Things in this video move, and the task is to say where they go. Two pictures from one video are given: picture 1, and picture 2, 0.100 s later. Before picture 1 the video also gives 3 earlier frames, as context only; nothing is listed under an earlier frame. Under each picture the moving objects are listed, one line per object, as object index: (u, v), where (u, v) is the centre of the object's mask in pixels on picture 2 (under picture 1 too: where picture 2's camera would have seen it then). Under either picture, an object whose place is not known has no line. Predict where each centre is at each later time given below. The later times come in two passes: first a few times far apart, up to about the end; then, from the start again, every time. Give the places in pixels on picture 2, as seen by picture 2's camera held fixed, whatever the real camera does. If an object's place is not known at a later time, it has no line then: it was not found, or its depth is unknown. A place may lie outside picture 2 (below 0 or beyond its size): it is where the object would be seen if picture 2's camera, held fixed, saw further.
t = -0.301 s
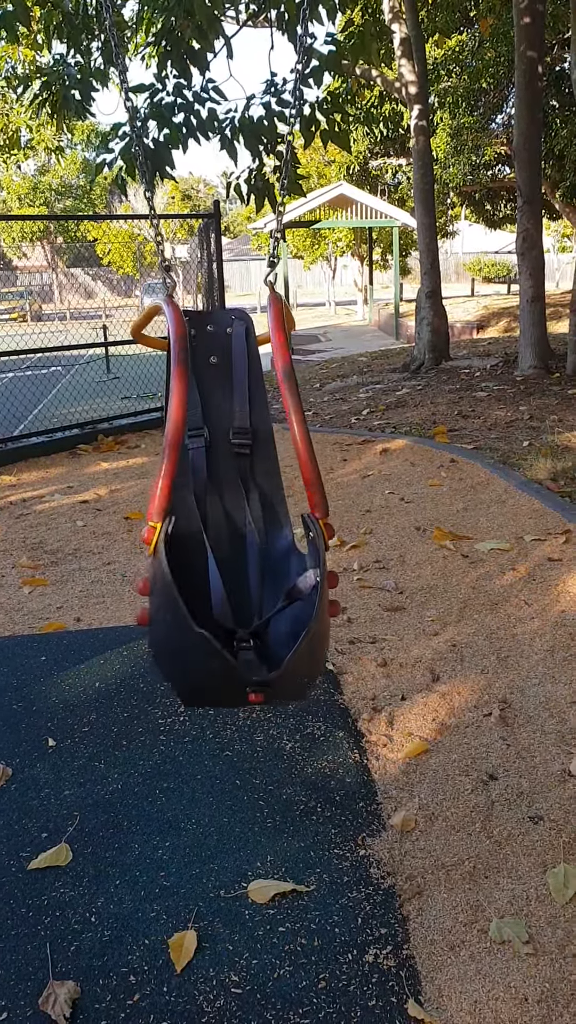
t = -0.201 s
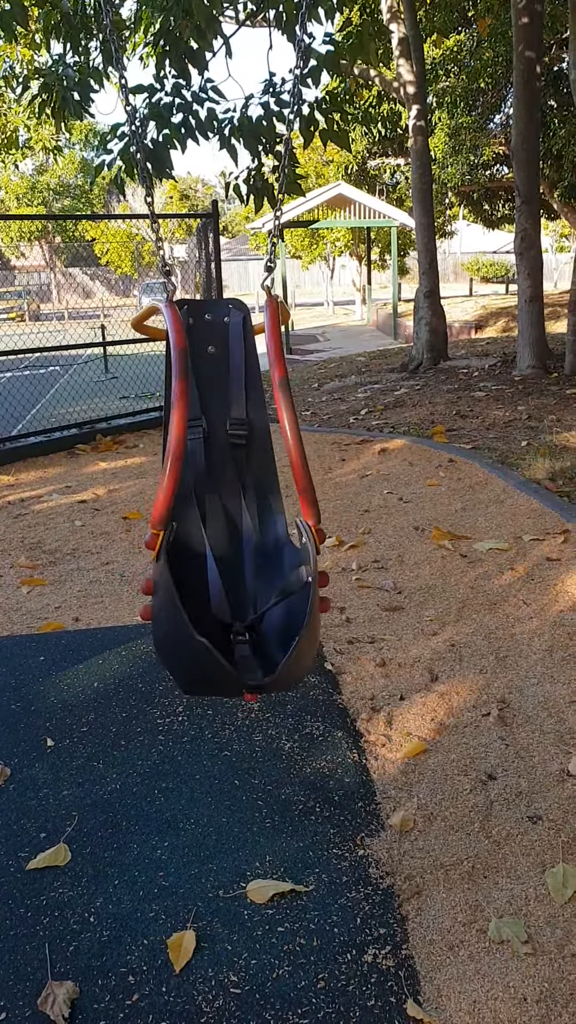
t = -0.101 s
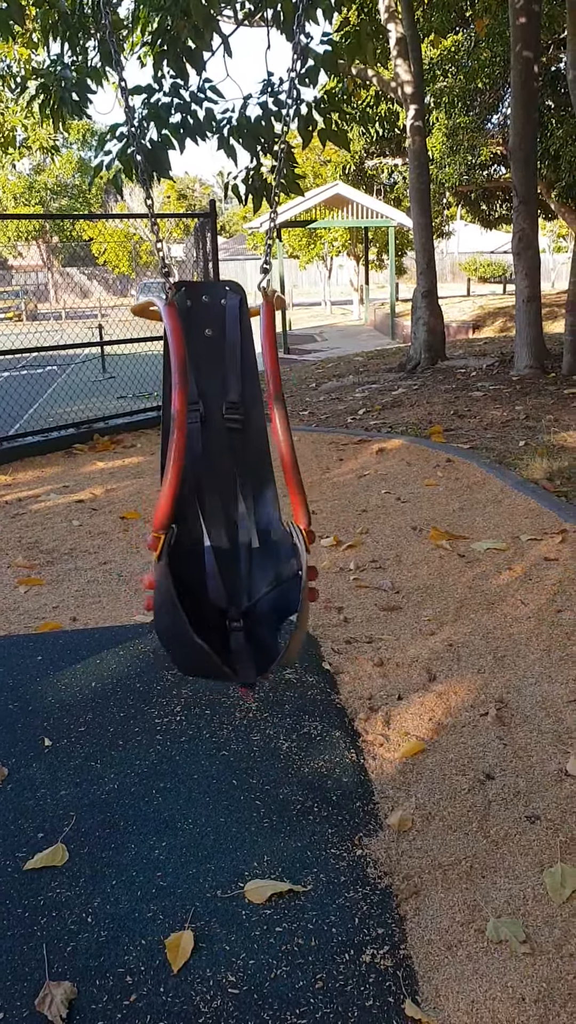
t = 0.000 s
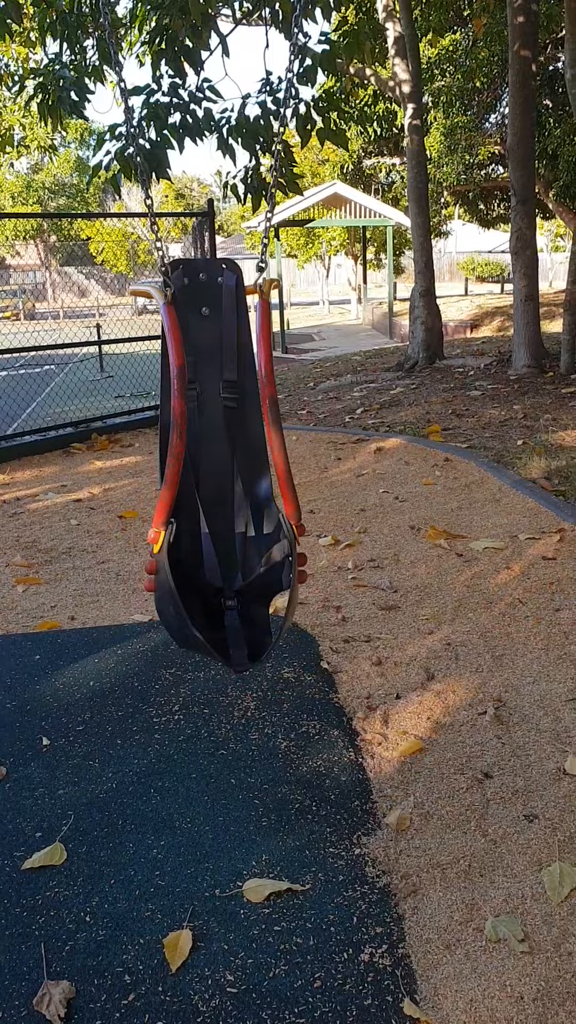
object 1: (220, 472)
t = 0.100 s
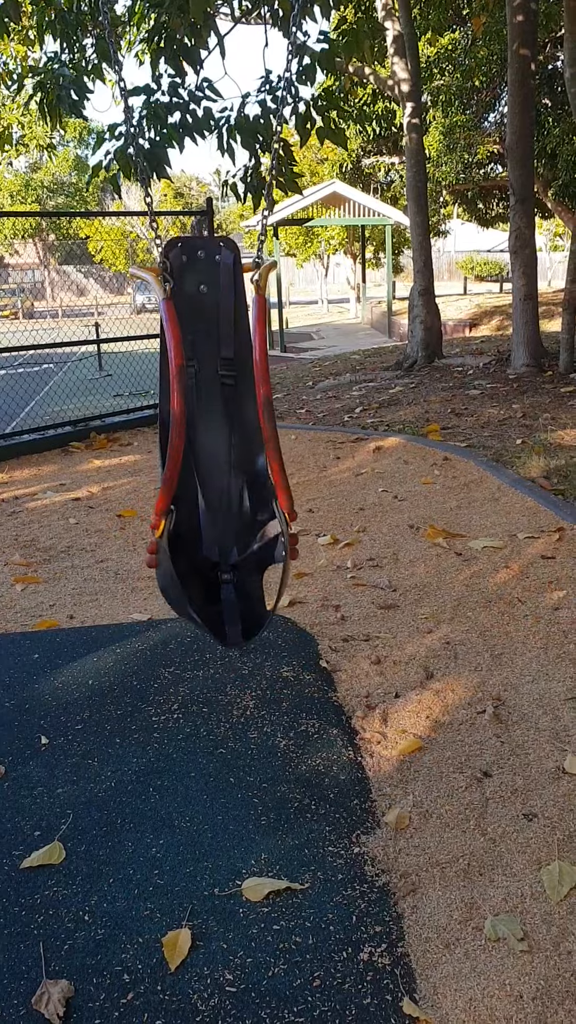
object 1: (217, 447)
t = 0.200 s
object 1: (215, 426)
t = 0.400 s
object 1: (213, 392)
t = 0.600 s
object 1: (213, 381)
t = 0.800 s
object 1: (213, 396)
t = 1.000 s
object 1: (216, 433)
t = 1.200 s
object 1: (220, 477)
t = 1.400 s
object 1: (225, 511)
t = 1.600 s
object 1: (227, 520)
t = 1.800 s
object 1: (228, 519)
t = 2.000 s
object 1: (228, 522)
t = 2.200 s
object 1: (225, 505)
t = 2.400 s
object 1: (219, 467)
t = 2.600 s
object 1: (216, 425)
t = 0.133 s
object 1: (217, 440)
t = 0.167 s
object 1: (216, 432)
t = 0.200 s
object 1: (215, 426)
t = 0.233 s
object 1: (215, 418)
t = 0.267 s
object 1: (215, 412)
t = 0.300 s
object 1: (214, 407)
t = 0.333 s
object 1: (213, 400)
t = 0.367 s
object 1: (213, 396)
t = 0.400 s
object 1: (213, 392)
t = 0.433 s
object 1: (213, 388)
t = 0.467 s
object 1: (212, 385)
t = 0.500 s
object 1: (213, 383)
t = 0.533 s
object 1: (213, 382)
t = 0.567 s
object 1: (213, 381)
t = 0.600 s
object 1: (213, 381)
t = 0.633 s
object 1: (213, 382)
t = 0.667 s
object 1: (213, 383)
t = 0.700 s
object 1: (212, 386)
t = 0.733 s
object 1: (212, 388)
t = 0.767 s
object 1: (213, 391)
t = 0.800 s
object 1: (213, 396)
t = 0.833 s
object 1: (213, 401)
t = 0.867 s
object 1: (214, 407)
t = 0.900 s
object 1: (214, 410)
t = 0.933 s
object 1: (215, 418)
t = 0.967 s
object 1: (216, 426)
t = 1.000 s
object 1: (216, 433)
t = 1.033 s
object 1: (217, 441)
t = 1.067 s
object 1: (217, 448)
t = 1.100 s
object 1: (218, 453)
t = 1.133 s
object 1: (219, 462)
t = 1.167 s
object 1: (220, 470)
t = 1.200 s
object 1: (220, 477)
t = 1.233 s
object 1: (222, 484)
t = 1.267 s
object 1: (223, 491)
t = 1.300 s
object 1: (223, 497)
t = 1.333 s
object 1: (224, 503)
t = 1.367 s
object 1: (225, 507)
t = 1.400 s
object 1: (225, 511)
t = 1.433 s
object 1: (227, 516)
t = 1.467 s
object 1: (226, 516)
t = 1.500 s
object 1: (227, 518)
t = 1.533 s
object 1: (227, 519)
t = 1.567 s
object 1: (227, 519)
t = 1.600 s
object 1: (227, 520)
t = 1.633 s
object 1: (227, 520)
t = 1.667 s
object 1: (227, 519)
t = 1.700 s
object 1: (228, 519)
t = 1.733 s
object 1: (228, 519)
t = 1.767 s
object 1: (228, 519)
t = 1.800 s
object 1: (228, 519)
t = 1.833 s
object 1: (228, 520)
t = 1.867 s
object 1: (228, 520)
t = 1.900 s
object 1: (228, 521)
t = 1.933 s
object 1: (228, 521)
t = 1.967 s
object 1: (228, 521)
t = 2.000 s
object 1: (228, 522)
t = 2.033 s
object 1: (227, 519)
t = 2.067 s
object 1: (228, 520)
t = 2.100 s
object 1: (226, 516)
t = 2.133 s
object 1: (226, 513)
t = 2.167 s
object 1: (225, 510)
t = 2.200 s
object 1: (225, 505)
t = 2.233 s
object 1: (224, 500)
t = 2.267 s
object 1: (223, 495)
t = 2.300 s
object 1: (222, 489)
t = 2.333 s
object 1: (221, 483)
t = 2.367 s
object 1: (221, 476)
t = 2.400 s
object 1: (219, 467)
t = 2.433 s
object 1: (218, 460)
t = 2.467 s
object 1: (218, 451)
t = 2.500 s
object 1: (217, 444)
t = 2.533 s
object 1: (216, 439)
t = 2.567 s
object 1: (216, 431)
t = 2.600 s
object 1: (216, 425)
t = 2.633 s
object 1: (215, 418)
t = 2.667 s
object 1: (215, 413)
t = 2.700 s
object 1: (214, 408)
